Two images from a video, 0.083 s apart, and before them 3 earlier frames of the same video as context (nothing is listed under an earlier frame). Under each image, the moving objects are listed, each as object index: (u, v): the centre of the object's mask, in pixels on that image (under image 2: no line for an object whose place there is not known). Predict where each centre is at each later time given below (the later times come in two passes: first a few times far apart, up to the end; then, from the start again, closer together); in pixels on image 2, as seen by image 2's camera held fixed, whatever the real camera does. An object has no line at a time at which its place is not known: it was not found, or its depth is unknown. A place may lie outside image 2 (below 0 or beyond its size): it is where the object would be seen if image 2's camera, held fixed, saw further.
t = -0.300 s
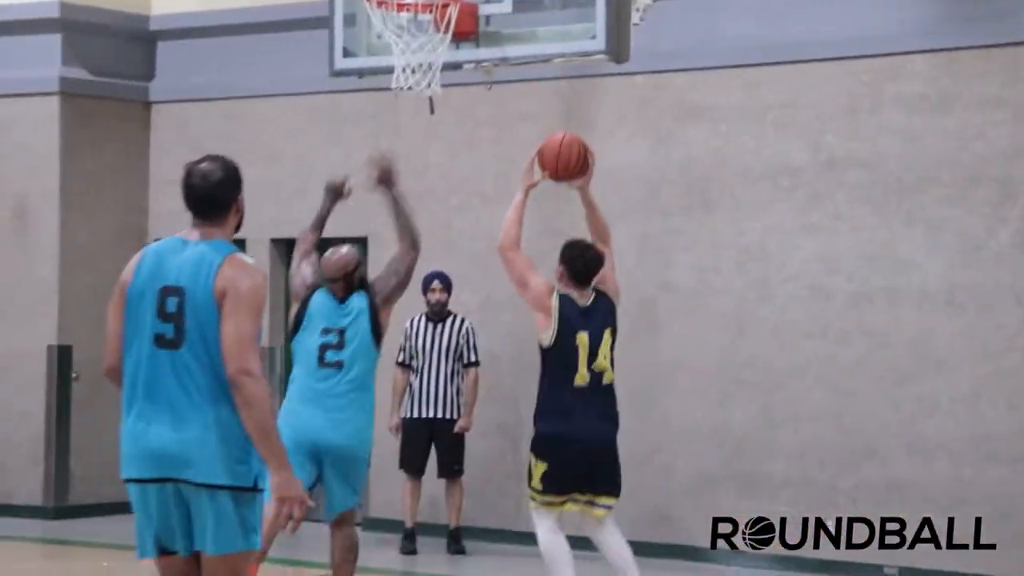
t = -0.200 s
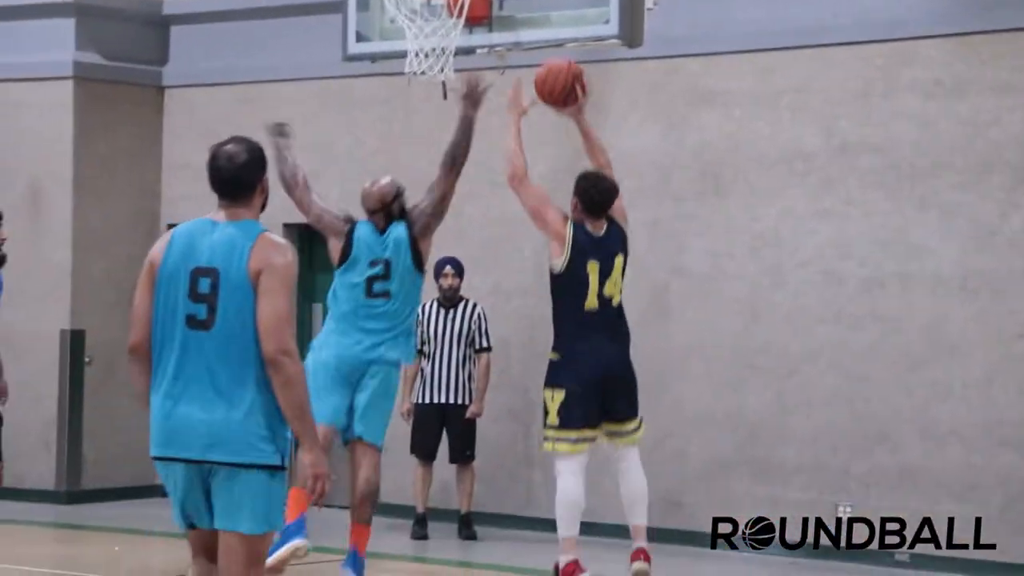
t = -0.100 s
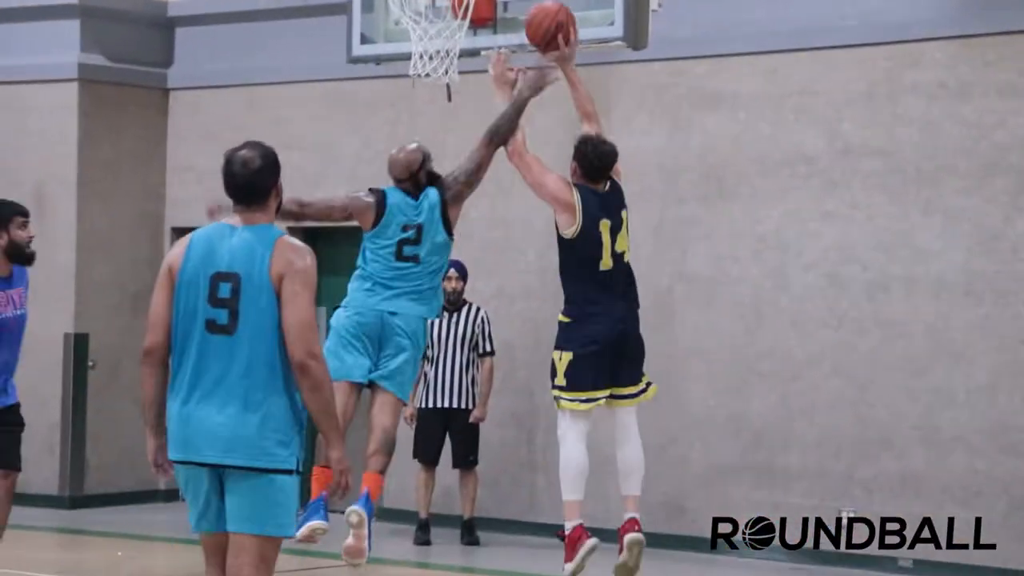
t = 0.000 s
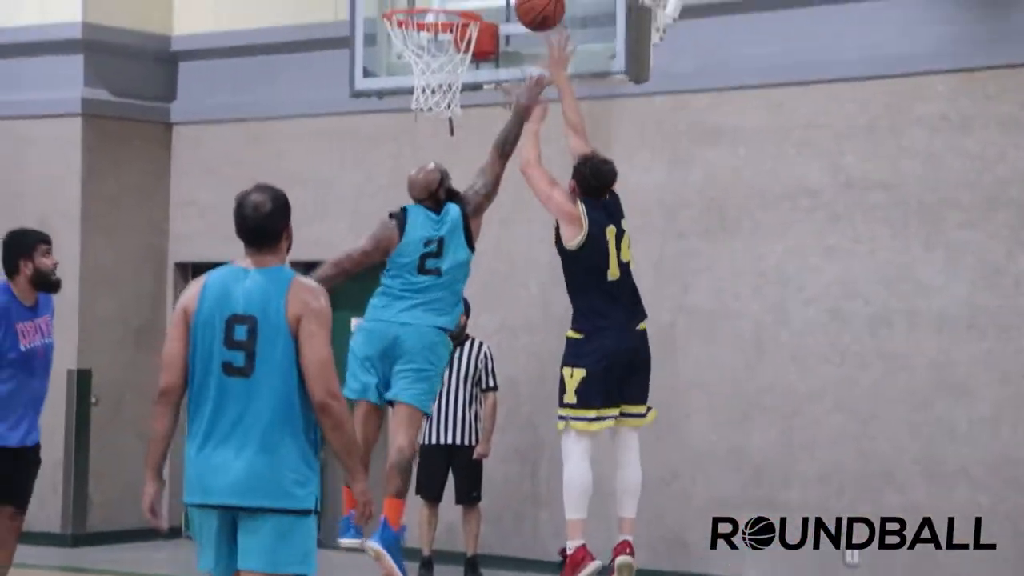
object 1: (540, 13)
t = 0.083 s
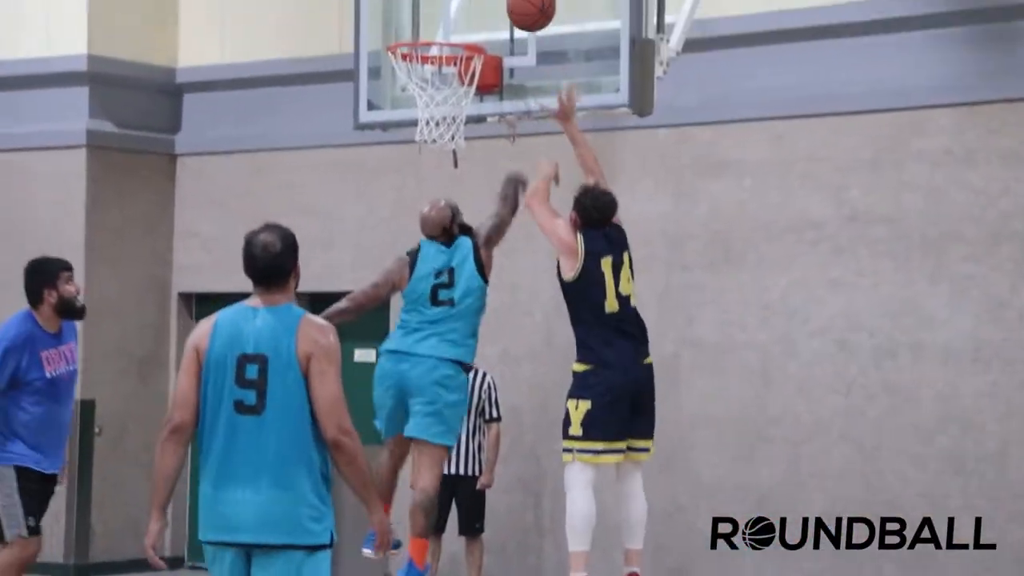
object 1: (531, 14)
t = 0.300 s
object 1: (470, 1)
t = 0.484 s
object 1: (411, 70)
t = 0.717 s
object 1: (427, 187)
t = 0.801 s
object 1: (433, 253)
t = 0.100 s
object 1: (528, 8)
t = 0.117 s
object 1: (526, 4)
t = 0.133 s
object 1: (523, 0)
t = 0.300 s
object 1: (470, 1)
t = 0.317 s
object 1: (464, 4)
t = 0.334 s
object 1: (458, 8)
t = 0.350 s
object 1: (452, 13)
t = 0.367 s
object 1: (446, 18)
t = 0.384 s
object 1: (441, 23)
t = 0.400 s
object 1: (435, 26)
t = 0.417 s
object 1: (429, 34)
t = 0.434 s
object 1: (423, 47)
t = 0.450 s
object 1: (417, 54)
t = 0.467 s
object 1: (413, 65)
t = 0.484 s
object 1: (411, 70)
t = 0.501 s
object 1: (411, 76)
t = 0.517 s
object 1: (411, 84)
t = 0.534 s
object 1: (412, 91)
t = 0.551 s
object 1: (413, 99)
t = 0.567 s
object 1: (414, 105)
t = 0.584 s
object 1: (415, 113)
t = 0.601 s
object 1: (417, 130)
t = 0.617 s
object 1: (418, 132)
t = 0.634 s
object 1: (420, 136)
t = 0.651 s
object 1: (421, 144)
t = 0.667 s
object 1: (423, 154)
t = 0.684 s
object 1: (424, 165)
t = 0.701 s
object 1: (425, 176)
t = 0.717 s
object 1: (427, 187)
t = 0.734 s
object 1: (428, 199)
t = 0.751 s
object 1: (429, 212)
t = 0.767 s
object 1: (430, 225)
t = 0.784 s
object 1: (432, 239)
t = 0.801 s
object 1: (433, 253)
